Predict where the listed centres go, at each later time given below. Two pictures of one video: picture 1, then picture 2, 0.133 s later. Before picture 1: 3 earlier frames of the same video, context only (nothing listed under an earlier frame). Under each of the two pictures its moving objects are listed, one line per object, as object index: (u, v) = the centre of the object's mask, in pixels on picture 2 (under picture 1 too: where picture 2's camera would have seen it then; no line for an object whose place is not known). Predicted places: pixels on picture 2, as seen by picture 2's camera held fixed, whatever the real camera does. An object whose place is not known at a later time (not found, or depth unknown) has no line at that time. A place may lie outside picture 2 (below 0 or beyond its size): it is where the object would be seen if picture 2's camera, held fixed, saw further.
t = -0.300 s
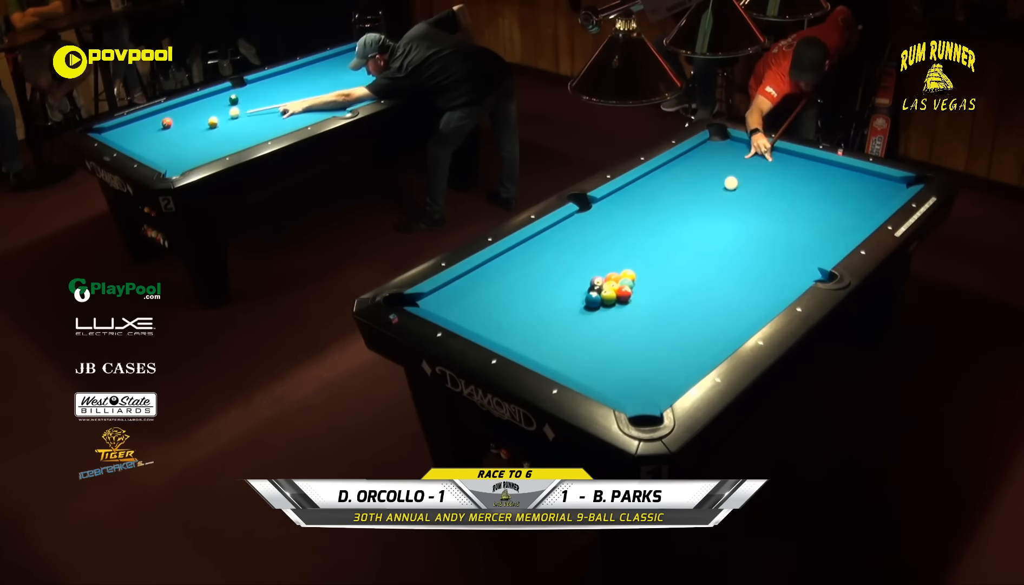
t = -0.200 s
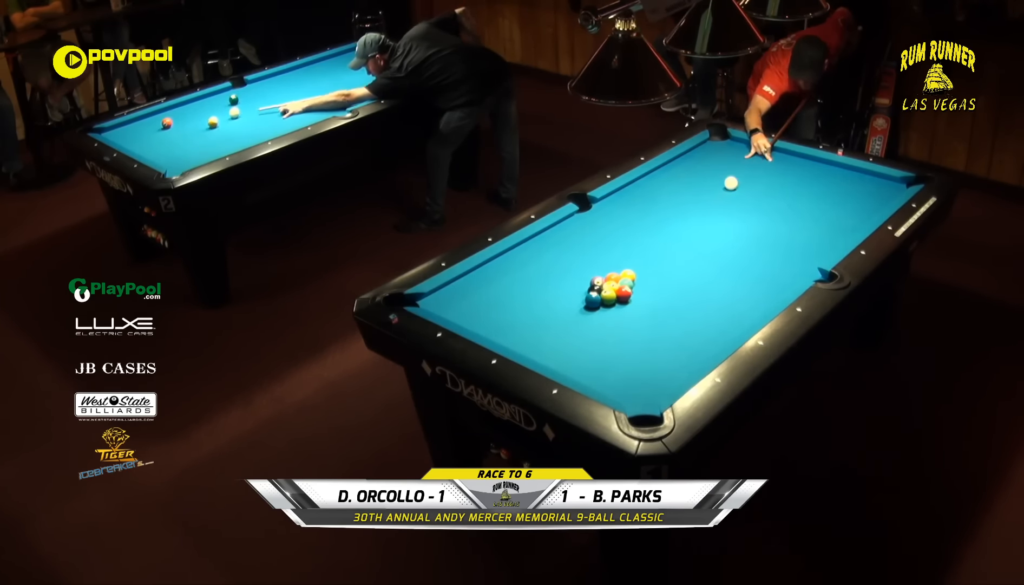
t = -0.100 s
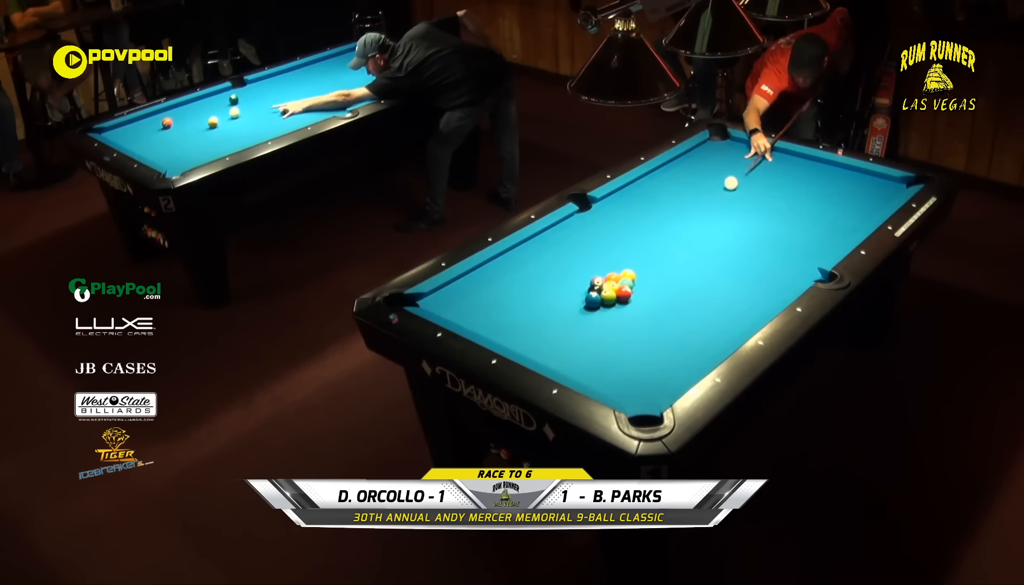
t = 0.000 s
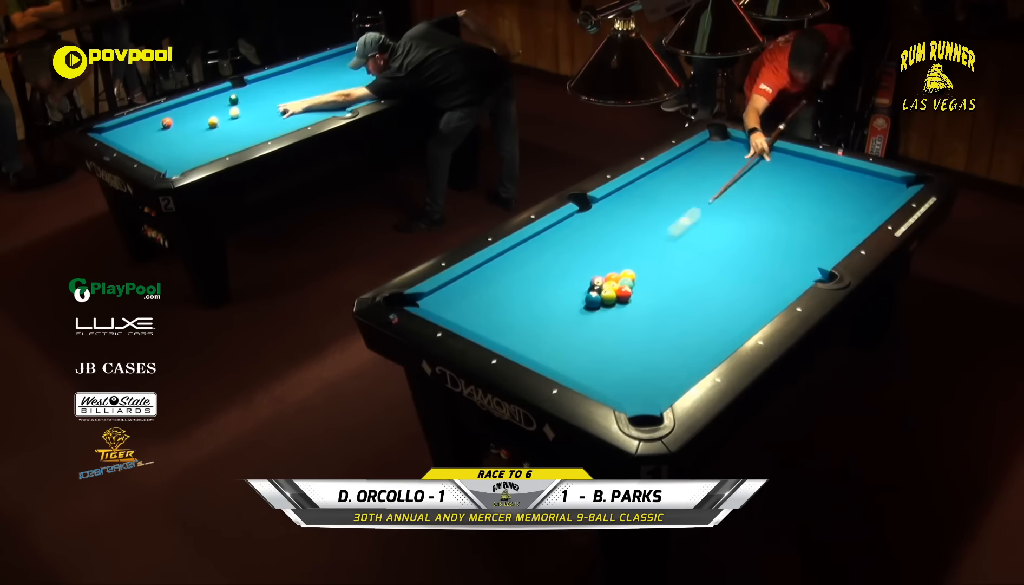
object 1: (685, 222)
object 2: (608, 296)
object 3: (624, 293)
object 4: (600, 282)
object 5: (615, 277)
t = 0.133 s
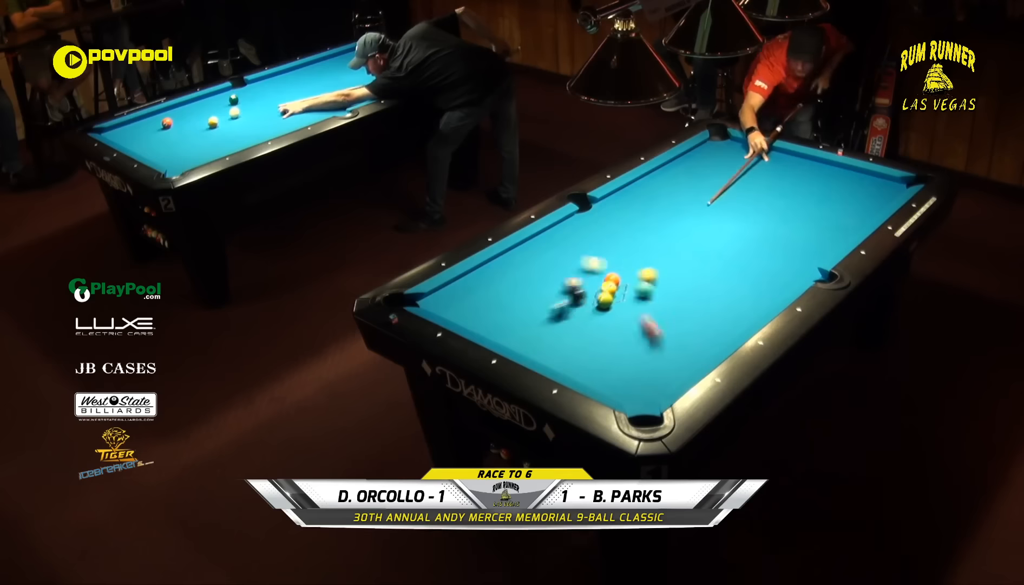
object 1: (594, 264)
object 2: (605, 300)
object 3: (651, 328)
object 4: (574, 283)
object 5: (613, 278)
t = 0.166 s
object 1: (577, 261)
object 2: (604, 302)
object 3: (666, 348)
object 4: (563, 284)
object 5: (614, 279)
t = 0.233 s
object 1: (545, 255)
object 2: (600, 304)
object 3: (663, 366)
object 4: (541, 286)
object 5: (614, 279)
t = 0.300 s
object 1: (519, 249)
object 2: (597, 308)
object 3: (620, 360)
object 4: (522, 286)
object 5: (614, 280)
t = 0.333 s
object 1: (522, 251)
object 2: (596, 309)
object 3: (601, 357)
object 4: (512, 286)
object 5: (613, 280)
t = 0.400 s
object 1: (537, 258)
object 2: (593, 312)
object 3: (565, 350)
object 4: (493, 287)
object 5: (613, 281)
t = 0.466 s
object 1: (552, 264)
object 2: (590, 315)
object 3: (532, 345)
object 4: (475, 288)
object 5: (613, 281)
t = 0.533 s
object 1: (567, 268)
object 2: (587, 318)
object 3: (502, 336)
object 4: (456, 288)
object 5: (613, 281)
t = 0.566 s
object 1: (575, 270)
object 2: (586, 320)
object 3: (494, 331)
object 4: (447, 288)
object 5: (613, 281)
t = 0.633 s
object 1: (590, 274)
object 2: (583, 323)
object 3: (477, 318)
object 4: (444, 292)
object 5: (613, 281)
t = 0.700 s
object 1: (599, 276)
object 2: (580, 325)
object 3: (467, 307)
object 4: (444, 298)
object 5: (620, 283)
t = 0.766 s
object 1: (601, 277)
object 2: (578, 328)
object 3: (463, 295)
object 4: (446, 298)
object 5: (633, 287)
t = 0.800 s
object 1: (603, 278)
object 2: (576, 330)
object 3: (465, 290)
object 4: (446, 297)
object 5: (638, 288)
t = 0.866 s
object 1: (606, 279)
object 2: (574, 332)
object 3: (469, 279)
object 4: (446, 293)
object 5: (649, 291)
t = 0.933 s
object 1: (609, 281)
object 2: (571, 335)
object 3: (482, 271)
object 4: (447, 291)
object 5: (659, 294)
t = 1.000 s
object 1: (613, 281)
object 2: (568, 338)
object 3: (502, 267)
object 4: (447, 288)
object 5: (670, 297)
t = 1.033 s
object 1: (614, 281)
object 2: (567, 340)
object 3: (511, 264)
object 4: (448, 287)
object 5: (675, 298)
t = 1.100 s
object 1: (618, 282)
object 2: (564, 342)
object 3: (529, 259)
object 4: (451, 287)
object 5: (685, 301)
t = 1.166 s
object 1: (621, 283)
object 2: (562, 345)
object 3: (546, 254)
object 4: (453, 286)
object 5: (696, 304)
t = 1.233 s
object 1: (624, 284)
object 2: (559, 348)
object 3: (564, 249)
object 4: (455, 286)
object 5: (706, 307)
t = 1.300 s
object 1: (627, 285)
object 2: (557, 350)
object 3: (581, 245)
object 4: (457, 286)
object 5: (717, 309)
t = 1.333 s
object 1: (629, 285)
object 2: (556, 352)
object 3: (589, 242)
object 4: (459, 286)
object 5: (722, 311)
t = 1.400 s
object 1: (632, 286)
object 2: (553, 354)
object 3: (606, 237)
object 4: (460, 285)
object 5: (732, 314)
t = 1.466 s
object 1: (635, 287)
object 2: (551, 356)
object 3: (623, 233)
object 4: (463, 285)
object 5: (742, 316)
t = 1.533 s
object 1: (637, 288)
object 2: (549, 358)
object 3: (639, 229)
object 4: (465, 285)
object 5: (746, 316)
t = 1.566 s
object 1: (639, 288)
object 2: (549, 358)
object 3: (647, 227)
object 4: (466, 285)
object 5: (744, 315)
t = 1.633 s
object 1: (641, 289)
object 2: (550, 359)
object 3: (662, 222)
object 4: (467, 285)
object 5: (739, 314)
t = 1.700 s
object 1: (644, 289)
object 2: (552, 358)
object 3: (677, 218)
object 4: (469, 285)
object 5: (734, 310)
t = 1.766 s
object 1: (647, 290)
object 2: (554, 358)
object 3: (692, 214)
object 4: (471, 285)
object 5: (729, 308)
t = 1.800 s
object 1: (648, 290)
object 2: (555, 358)
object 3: (699, 212)
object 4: (471, 285)
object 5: (727, 307)
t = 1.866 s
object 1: (650, 290)
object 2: (556, 357)
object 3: (714, 208)
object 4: (473, 285)
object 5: (722, 304)
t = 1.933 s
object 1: (652, 291)
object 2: (558, 356)
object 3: (727, 204)
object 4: (474, 284)
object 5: (717, 302)
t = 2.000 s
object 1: (654, 292)
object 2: (560, 355)
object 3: (741, 201)
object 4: (475, 284)
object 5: (713, 299)
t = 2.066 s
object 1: (656, 292)
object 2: (562, 354)
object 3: (754, 197)
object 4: (476, 284)
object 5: (709, 297)
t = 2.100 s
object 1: (657, 292)
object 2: (563, 353)
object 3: (761, 195)
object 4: (476, 284)
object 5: (707, 296)
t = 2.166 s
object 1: (659, 293)
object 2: (565, 353)
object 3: (774, 192)
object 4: (477, 284)
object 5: (702, 294)
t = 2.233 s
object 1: (661, 293)
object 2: (566, 352)
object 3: (786, 188)
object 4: (478, 284)
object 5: (699, 292)
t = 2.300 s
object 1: (662, 294)
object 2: (567, 351)
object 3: (799, 185)
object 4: (479, 284)
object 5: (695, 290)
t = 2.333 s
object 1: (663, 294)
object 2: (568, 351)
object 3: (805, 183)
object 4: (479, 284)
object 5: (693, 289)
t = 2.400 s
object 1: (665, 294)
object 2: (569, 350)
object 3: (817, 180)
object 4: (480, 284)
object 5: (689, 288)
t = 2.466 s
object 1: (666, 295)
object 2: (570, 350)
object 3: (828, 176)
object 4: (480, 284)
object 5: (686, 286)
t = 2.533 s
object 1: (667, 295)
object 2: (571, 350)
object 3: (839, 173)
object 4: (480, 283)
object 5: (682, 284)
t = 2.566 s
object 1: (667, 295)
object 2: (572, 349)
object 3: (845, 171)
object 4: (480, 283)
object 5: (681, 283)
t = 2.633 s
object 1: (668, 295)
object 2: (572, 349)
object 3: (855, 169)
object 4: (480, 284)
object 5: (678, 281)
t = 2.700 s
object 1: (670, 296)
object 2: (573, 349)
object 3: (858, 174)
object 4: (481, 283)
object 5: (674, 280)
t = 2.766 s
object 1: (671, 296)
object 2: (573, 348)
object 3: (860, 178)
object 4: (480, 284)
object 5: (671, 279)
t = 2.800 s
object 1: (671, 296)
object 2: (573, 348)
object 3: (862, 180)
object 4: (481, 283)
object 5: (669, 278)
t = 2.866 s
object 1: (672, 296)
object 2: (574, 348)
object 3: (866, 184)
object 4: (481, 284)
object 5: (666, 276)
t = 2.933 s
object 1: (672, 297)
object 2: (574, 347)
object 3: (869, 189)
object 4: (480, 284)
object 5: (663, 275)
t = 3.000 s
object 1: (673, 297)
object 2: (574, 347)
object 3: (872, 193)
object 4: (480, 284)
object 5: (660, 274)
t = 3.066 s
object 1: (673, 297)
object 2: (574, 347)
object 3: (876, 198)
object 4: (480, 284)
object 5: (657, 273)
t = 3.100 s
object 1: (673, 297)
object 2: (574, 347)
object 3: (878, 200)
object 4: (480, 284)
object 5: (656, 272)
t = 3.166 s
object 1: (674, 297)
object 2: (574, 346)
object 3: (880, 204)
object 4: (480, 284)
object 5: (653, 271)
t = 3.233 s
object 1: (674, 297)
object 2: (574, 346)
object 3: (876, 206)
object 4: (481, 284)
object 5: (651, 270)
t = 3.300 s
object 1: (674, 297)
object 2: (574, 346)
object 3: (870, 207)
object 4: (480, 284)
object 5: (648, 268)
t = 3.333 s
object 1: (674, 297)
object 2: (574, 346)
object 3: (866, 208)
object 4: (481, 284)
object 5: (647, 268)
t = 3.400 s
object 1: (674, 297)
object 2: (574, 346)
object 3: (860, 209)
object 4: (480, 284)
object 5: (645, 267)
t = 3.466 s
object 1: (674, 297)
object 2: (574, 346)
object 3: (853, 211)
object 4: (480, 284)
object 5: (643, 266)
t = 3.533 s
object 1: (674, 297)
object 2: (574, 346)
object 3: (846, 212)
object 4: (481, 284)
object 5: (640, 265)
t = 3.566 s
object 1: (674, 297)
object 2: (574, 347)
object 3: (843, 213)
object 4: (480, 284)
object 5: (639, 264)
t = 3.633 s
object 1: (674, 297)
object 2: (574, 346)
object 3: (837, 214)
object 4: (480, 284)
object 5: (637, 263)
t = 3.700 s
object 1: (674, 297)
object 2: (574, 347)
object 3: (830, 215)
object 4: (480, 284)
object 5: (636, 262)
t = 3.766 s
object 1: (674, 297)
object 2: (574, 346)
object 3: (824, 216)
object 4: (480, 284)
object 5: (634, 261)
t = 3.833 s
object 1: (674, 297)
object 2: (574, 346)
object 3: (817, 218)
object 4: (480, 284)
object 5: (632, 261)
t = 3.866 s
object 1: (674, 297)
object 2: (574, 346)
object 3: (815, 218)
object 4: (480, 284)
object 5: (631, 260)
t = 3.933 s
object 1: (674, 297)
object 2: (574, 346)
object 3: (808, 219)
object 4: (480, 284)
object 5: (629, 260)
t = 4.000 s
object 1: (674, 297)
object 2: (574, 346)
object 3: (802, 221)
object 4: (480, 284)
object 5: (627, 259)
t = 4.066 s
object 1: (674, 297)
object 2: (574, 346)
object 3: (796, 222)
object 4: (480, 284)
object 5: (626, 258)
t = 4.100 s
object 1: (674, 297)
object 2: (574, 346)
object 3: (793, 223)
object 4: (480, 284)
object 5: (625, 258)
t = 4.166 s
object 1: (674, 297)
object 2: (574, 346)
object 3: (786, 224)
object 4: (480, 284)
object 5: (624, 257)
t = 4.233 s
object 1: (674, 297)
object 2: (574, 346)
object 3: (780, 225)
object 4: (480, 284)
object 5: (622, 257)
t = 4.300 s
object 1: (674, 297)
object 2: (574, 346)
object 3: (774, 226)
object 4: (480, 284)
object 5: (621, 256)
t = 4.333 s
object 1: (674, 297)
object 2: (574, 346)
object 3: (772, 227)
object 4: (480, 284)
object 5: (620, 256)
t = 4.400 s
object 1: (674, 297)
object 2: (574, 346)
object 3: (765, 228)
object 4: (481, 284)
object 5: (619, 255)
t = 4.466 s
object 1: (674, 297)
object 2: (574, 346)
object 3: (759, 229)
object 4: (480, 284)
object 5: (618, 255)
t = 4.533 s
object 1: (674, 297)
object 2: (574, 346)
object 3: (754, 230)
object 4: (480, 284)
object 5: (617, 254)
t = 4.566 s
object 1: (674, 297)
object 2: (574, 346)
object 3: (751, 231)
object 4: (480, 284)
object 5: (616, 254)
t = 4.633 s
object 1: (674, 297)
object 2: (574, 346)
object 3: (745, 232)
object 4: (481, 284)
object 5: (616, 253)
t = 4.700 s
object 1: (674, 297)
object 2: (574, 347)
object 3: (740, 233)
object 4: (480, 284)
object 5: (615, 253)
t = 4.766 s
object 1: (674, 297)
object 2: (574, 346)
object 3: (734, 234)
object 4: (481, 284)
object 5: (614, 252)
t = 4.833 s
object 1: (674, 297)
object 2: (574, 347)
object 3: (729, 235)
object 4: (480, 284)
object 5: (614, 252)
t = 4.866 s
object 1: (674, 297)
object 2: (574, 346)
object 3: (726, 235)
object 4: (481, 284)
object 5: (613, 252)
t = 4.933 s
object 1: (674, 297)
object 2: (574, 347)
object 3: (721, 237)
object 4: (481, 284)
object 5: (613, 252)
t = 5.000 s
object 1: (674, 297)
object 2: (574, 346)
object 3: (715, 237)
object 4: (481, 284)
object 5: (612, 252)
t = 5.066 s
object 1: (674, 297)
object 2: (574, 347)
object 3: (711, 239)
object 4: (480, 284)
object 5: (611, 252)
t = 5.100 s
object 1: (674, 297)
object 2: (574, 347)
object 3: (708, 239)
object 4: (481, 284)
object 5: (612, 251)
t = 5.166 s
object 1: (674, 297)
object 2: (574, 347)
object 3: (703, 240)
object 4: (480, 284)
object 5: (611, 251)
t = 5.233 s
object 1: (674, 297)
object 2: (574, 347)
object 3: (698, 241)
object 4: (480, 284)
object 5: (610, 252)
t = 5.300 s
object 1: (674, 297)
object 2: (574, 346)
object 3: (693, 242)
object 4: (480, 284)
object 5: (610, 251)
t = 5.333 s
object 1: (674, 297)
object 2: (574, 346)
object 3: (690, 243)
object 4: (481, 284)
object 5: (610, 251)
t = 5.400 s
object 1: (674, 297)
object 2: (574, 347)
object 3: (686, 243)
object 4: (481, 283)
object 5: (610, 252)
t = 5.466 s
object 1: (674, 297)
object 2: (574, 346)
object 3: (681, 244)
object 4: (481, 283)
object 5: (610, 251)
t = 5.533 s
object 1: (674, 297)
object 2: (574, 347)
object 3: (676, 245)
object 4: (481, 283)
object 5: (610, 251)
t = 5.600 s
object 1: (674, 297)
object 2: (574, 347)
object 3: (672, 246)
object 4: (480, 284)
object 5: (610, 251)
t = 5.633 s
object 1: (674, 297)
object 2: (574, 347)
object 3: (669, 247)
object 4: (481, 284)
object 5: (610, 251)
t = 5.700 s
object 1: (674, 297)
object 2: (574, 346)
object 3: (665, 248)
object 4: (481, 284)
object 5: (610, 251)
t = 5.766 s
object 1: (674, 297)
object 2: (574, 346)
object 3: (660, 248)
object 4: (480, 284)
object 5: (610, 251)
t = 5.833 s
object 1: (674, 297)
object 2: (574, 347)
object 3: (656, 249)
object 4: (480, 284)
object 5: (610, 251)
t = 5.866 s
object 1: (674, 297)
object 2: (574, 347)
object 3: (654, 249)
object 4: (481, 283)
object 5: (610, 251)
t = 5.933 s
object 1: (674, 297)
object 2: (574, 346)
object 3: (650, 250)
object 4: (480, 284)
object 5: (610, 251)
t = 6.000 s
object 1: (674, 297)
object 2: (574, 347)
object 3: (645, 251)
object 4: (480, 284)
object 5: (610, 251)
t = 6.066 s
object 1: (674, 297)
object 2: (574, 346)
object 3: (642, 252)
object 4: (480, 284)
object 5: (610, 251)
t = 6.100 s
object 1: (674, 297)
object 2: (574, 346)
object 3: (640, 252)
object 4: (481, 283)
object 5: (610, 251)
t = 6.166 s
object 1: (674, 297)
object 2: (574, 347)
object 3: (635, 253)
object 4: (480, 284)
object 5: (610, 251)
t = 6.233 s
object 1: (674, 297)
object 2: (574, 347)
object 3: (632, 254)
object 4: (480, 284)
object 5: (610, 251)
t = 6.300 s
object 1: (674, 297)
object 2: (574, 347)
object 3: (628, 254)
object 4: (480, 284)
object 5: (610, 251)
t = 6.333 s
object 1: (674, 297)
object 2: (574, 347)
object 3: (626, 255)
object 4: (481, 283)
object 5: (610, 251)
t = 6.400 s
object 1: (674, 297)
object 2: (574, 346)
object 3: (623, 255)
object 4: (480, 284)
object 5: (610, 251)
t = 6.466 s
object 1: (674, 297)
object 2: (574, 346)
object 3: (620, 256)
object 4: (481, 284)
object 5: (609, 250)
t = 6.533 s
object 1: (674, 297)
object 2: (574, 346)
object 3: (618, 257)
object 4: (480, 284)
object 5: (608, 250)
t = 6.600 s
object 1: (674, 297)
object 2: (574, 346)
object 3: (615, 258)
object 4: (481, 284)
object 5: (607, 249)
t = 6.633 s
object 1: (674, 297)
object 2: (574, 347)
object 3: (614, 258)
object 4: (480, 284)
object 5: (607, 249)
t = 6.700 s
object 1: (674, 297)
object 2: (574, 347)
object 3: (612, 259)
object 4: (481, 284)
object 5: (606, 249)
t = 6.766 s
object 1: (674, 297)
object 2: (574, 347)
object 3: (609, 260)
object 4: (481, 283)
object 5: (606, 248)
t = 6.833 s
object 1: (674, 297)
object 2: (574, 347)
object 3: (607, 261)
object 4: (481, 284)
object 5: (606, 248)
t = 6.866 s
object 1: (674, 297)
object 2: (574, 347)
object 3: (606, 261)
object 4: (481, 283)
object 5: (606, 248)
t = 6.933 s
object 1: (674, 297)
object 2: (574, 347)
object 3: (605, 261)
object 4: (481, 284)
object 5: (607, 248)
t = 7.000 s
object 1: (674, 297)
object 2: (574, 346)
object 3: (602, 263)
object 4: (481, 284)
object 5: (607, 248)
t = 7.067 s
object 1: (674, 297)
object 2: (574, 346)
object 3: (601, 264)
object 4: (481, 283)
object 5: (606, 249)
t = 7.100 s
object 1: (674, 297)
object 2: (574, 346)
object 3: (600, 264)
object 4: (481, 283)
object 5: (606, 249)
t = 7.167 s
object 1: (674, 297)
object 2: (574, 346)
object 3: (598, 265)
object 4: (480, 284)
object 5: (606, 249)
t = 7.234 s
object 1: (674, 297)
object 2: (574, 346)
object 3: (597, 265)
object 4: (481, 283)
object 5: (606, 249)
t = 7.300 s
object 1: (674, 297)
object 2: (574, 347)
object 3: (595, 266)
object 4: (480, 284)
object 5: (606, 249)
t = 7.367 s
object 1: (674, 297)
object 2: (574, 346)
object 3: (594, 266)
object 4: (481, 283)
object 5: (606, 249)
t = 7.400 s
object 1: (674, 297)
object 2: (574, 346)
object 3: (593, 267)
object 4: (481, 283)
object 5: (606, 249)
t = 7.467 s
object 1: (674, 297)
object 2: (574, 347)
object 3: (592, 267)
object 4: (481, 283)
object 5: (606, 249)
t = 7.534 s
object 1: (674, 297)
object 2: (574, 346)
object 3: (590, 268)
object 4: (481, 283)
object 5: (606, 249)
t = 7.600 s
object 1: (674, 297)
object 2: (574, 346)
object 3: (589, 268)
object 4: (480, 284)
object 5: (606, 249)
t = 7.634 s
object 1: (674, 297)
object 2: (574, 347)
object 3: (589, 268)
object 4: (481, 283)
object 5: (606, 249)
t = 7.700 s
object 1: (674, 297)
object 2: (574, 346)
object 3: (588, 269)
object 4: (481, 283)
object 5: (606, 249)
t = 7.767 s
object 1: (674, 297)
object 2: (574, 346)
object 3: (587, 269)
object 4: (481, 283)
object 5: (606, 249)
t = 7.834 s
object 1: (674, 297)
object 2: (574, 346)
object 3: (586, 270)
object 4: (480, 284)
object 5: (606, 249)
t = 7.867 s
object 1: (674, 297)
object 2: (574, 347)
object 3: (585, 270)
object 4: (481, 283)
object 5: (606, 249)
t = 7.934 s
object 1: (674, 297)
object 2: (574, 347)
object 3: (585, 270)
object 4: (481, 284)
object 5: (606, 249)
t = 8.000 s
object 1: (674, 297)
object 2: (574, 346)
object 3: (584, 270)
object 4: (481, 283)
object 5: (606, 249)
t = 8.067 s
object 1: (674, 297)
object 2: (574, 347)
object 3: (583, 271)
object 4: (481, 283)
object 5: (605, 249)
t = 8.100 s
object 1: (674, 297)
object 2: (574, 346)
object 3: (583, 271)
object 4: (481, 284)
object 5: (605, 249)
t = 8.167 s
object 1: (674, 297)
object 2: (574, 346)
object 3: (582, 271)
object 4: (481, 284)
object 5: (605, 249)
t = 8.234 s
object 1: (674, 297)
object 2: (574, 346)
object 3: (582, 271)
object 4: (481, 283)
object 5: (605, 249)
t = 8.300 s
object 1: (674, 297)
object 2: (574, 346)
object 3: (582, 271)
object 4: (481, 283)
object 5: (605, 249)
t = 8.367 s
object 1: (674, 297)
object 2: (574, 346)
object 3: (581, 271)
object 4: (480, 284)
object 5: (605, 249)
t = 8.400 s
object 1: (674, 297)
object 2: (574, 346)
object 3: (581, 271)
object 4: (480, 284)
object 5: (605, 249)
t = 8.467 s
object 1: (674, 297)
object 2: (574, 346)
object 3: (581, 271)
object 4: (481, 283)
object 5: (605, 249)
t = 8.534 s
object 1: (674, 297)
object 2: (574, 347)
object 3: (581, 271)
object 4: (481, 283)
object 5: (605, 249)
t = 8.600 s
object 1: (674, 297)
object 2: (574, 346)
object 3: (581, 271)
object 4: (481, 283)
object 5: (606, 249)
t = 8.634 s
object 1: (674, 297)
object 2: (574, 347)
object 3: (581, 271)
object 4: (480, 284)
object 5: (606, 249)
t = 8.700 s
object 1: (674, 297)
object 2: (574, 347)
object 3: (581, 271)
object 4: (480, 284)
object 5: (606, 249)
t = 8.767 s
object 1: (674, 297)
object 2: (574, 347)
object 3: (581, 271)
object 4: (481, 284)
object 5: (606, 249)
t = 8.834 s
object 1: (674, 297)
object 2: (574, 346)
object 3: (581, 271)
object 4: (480, 284)
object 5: (606, 249)
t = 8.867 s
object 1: (674, 297)
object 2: (574, 346)
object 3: (581, 271)
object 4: (481, 283)
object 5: (606, 249)
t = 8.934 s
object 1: (674, 297)
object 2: (574, 346)
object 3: (581, 271)
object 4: (481, 283)
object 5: (606, 249)
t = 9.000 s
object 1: (674, 297)
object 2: (574, 346)
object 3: (581, 271)
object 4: (481, 283)
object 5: (606, 249)
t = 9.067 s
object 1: (674, 297)
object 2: (574, 346)
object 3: (581, 271)
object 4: (481, 283)
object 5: (606, 249)
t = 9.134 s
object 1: (674, 297)
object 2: (574, 346)
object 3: (581, 271)
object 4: (480, 284)
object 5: (606, 249)
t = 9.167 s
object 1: (674, 297)
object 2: (574, 346)
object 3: (581, 271)
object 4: (481, 283)
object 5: (606, 249)
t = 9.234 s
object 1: (674, 297)
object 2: (574, 346)
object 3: (581, 271)
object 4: (480, 284)
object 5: (605, 249)
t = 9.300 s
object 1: (674, 297)
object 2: (574, 346)
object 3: (581, 271)
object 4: (481, 283)
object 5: (605, 249)
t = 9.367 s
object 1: (674, 297)
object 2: (574, 346)
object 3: (581, 271)
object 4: (480, 284)
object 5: (605, 249)
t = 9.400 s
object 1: (674, 297)
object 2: (574, 346)
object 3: (581, 271)
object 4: (481, 283)
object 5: (605, 249)
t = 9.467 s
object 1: (674, 297)
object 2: (574, 346)
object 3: (581, 271)
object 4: (480, 284)
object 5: (605, 249)
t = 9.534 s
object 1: (674, 297)
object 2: (574, 346)
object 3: (581, 271)
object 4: (480, 284)
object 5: (605, 249)
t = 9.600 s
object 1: (674, 297)
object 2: (574, 346)
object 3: (581, 271)
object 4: (480, 284)
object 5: (605, 249)
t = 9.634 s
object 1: (674, 297)
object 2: (574, 346)
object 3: (581, 271)
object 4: (481, 283)
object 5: (605, 249)
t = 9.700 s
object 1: (674, 297)
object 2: (574, 346)
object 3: (581, 271)
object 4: (481, 283)
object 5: (605, 249)
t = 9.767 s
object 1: (674, 297)
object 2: (574, 346)
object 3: (581, 271)
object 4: (481, 283)
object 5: (605, 249)
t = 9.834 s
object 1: (674, 297)
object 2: (574, 346)
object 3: (581, 271)
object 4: (481, 283)
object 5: (605, 250)
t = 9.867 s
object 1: (674, 297)
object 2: (574, 346)
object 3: (581, 271)
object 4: (481, 283)
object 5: (605, 249)
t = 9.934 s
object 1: (674, 297)
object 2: (574, 346)
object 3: (581, 271)
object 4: (481, 283)
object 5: (605, 249)
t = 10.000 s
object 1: (674, 297)
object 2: (574, 346)
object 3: (581, 271)
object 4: (481, 284)
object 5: (605, 250)
